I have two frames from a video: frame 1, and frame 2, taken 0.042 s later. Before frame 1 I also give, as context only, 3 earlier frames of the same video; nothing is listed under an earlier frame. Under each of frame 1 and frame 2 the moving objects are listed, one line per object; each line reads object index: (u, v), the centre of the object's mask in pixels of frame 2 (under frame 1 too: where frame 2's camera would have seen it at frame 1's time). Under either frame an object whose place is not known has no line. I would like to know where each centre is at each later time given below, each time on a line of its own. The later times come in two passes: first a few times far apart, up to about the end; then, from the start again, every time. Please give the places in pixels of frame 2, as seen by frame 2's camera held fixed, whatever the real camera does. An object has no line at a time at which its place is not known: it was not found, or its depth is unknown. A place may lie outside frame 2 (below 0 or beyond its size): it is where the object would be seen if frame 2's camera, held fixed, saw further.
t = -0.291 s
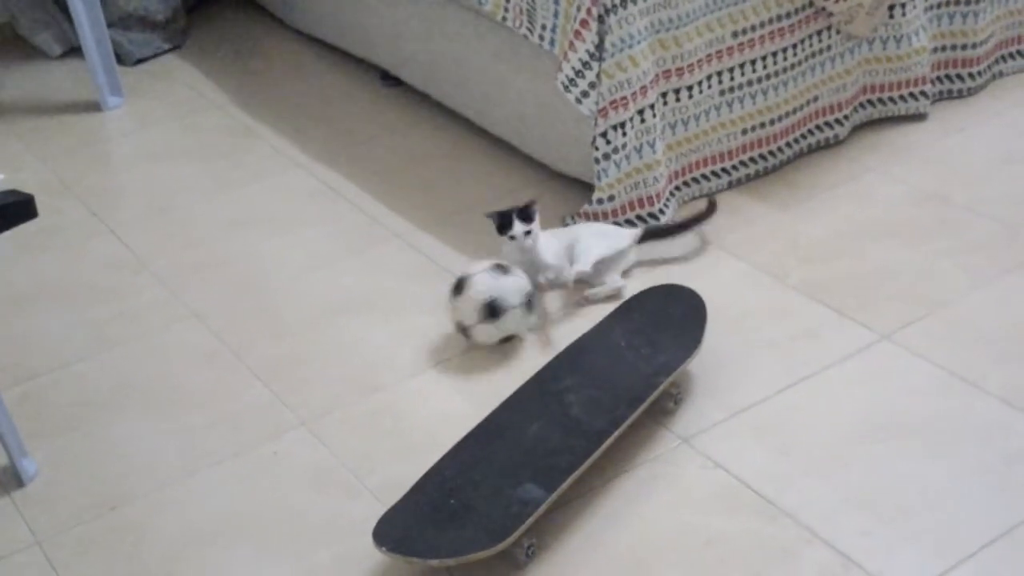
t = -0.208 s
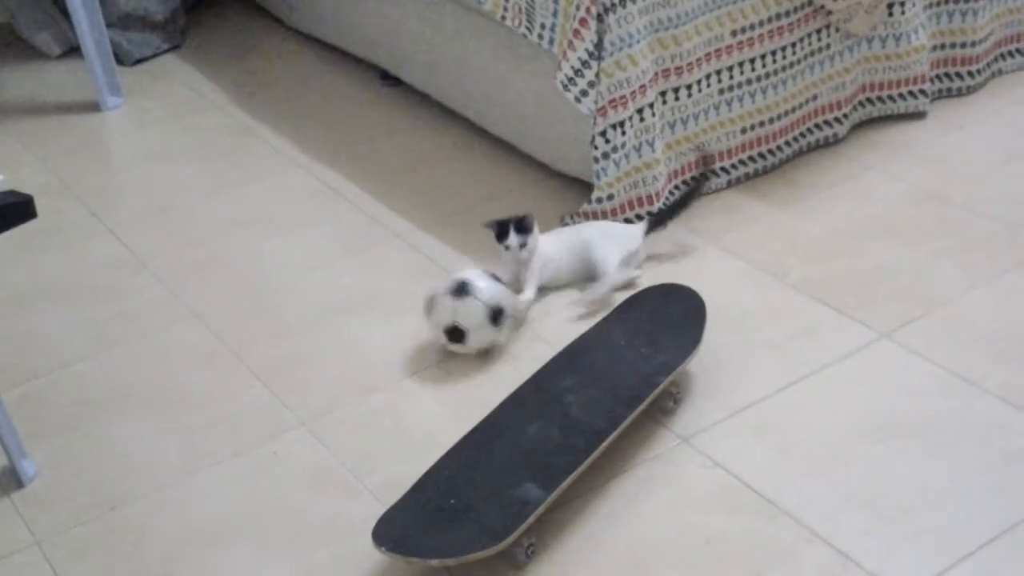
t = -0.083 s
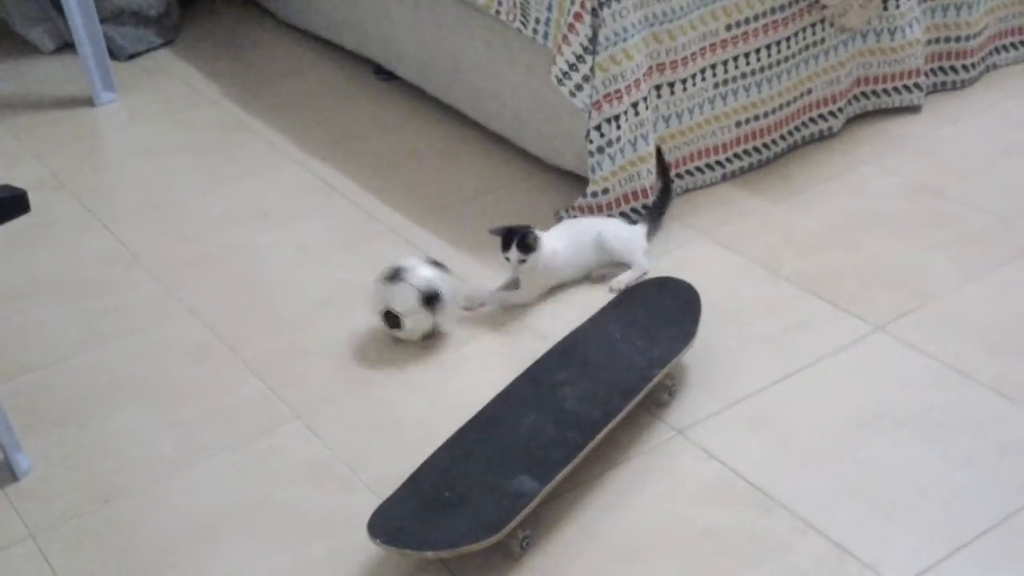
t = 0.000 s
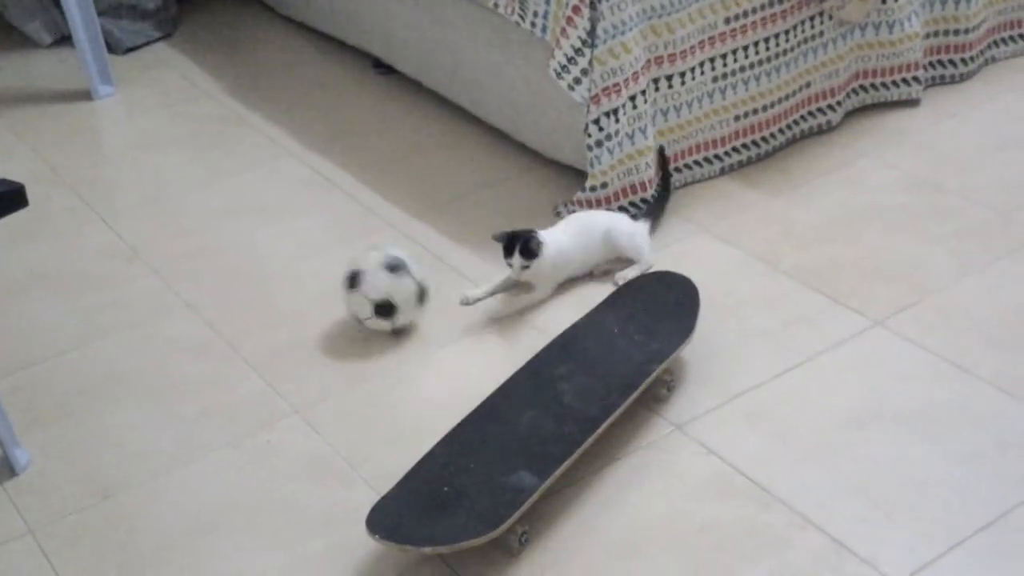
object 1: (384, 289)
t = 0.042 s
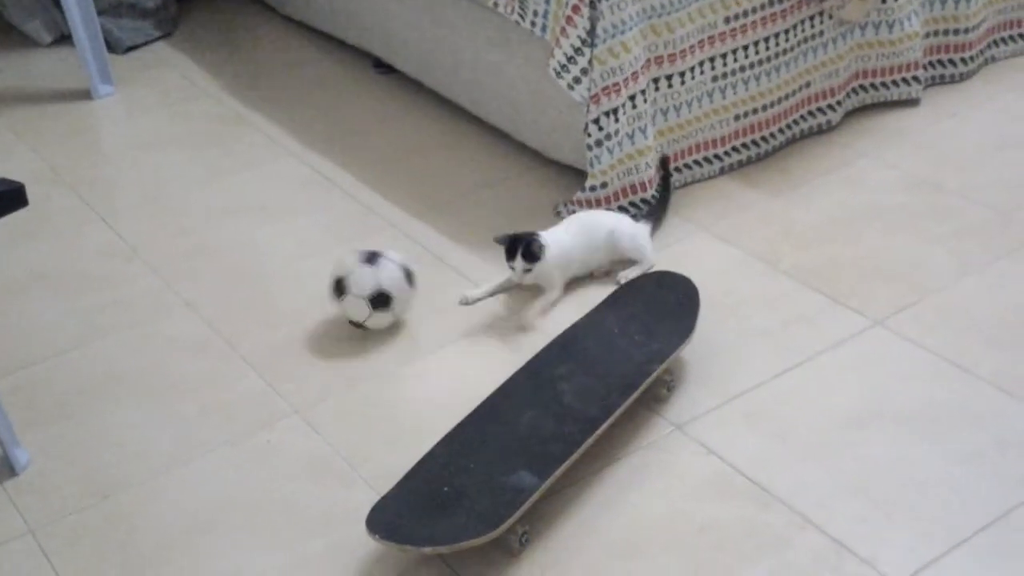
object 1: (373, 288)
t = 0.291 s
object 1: (303, 281)
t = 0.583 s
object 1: (219, 275)
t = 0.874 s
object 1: (133, 273)
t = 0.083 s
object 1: (360, 285)
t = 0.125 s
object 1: (348, 284)
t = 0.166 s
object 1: (336, 284)
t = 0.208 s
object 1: (324, 283)
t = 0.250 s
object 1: (313, 283)
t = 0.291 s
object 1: (303, 281)
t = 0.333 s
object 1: (293, 281)
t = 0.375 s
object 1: (281, 280)
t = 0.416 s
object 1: (270, 278)
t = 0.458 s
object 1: (258, 278)
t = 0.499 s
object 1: (245, 277)
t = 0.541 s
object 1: (232, 275)
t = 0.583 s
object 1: (219, 275)
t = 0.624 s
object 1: (206, 274)
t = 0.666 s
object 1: (192, 272)
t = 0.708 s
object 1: (179, 272)
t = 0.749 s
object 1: (168, 272)
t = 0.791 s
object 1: (156, 272)
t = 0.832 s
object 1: (143, 273)
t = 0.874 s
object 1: (133, 273)
